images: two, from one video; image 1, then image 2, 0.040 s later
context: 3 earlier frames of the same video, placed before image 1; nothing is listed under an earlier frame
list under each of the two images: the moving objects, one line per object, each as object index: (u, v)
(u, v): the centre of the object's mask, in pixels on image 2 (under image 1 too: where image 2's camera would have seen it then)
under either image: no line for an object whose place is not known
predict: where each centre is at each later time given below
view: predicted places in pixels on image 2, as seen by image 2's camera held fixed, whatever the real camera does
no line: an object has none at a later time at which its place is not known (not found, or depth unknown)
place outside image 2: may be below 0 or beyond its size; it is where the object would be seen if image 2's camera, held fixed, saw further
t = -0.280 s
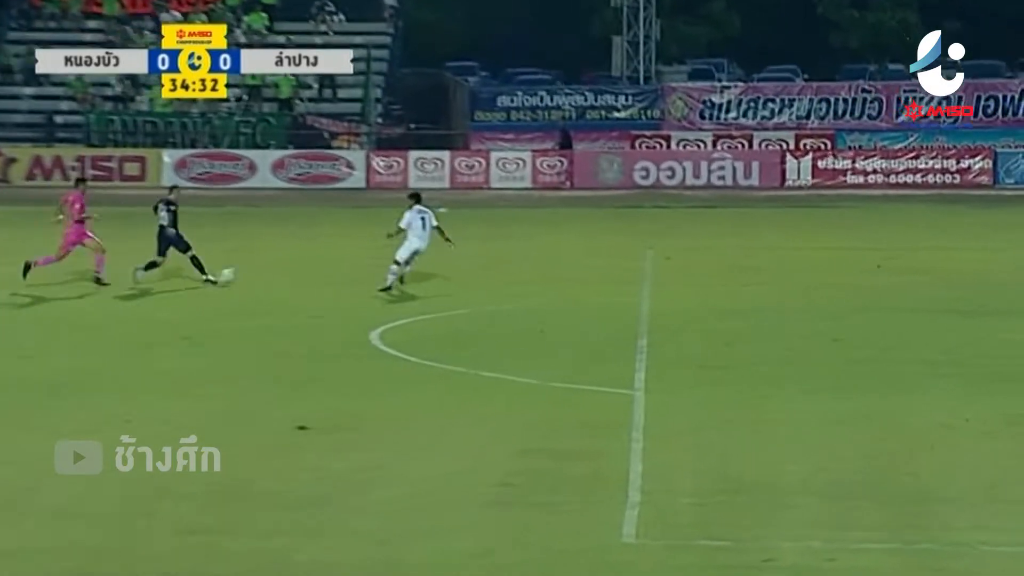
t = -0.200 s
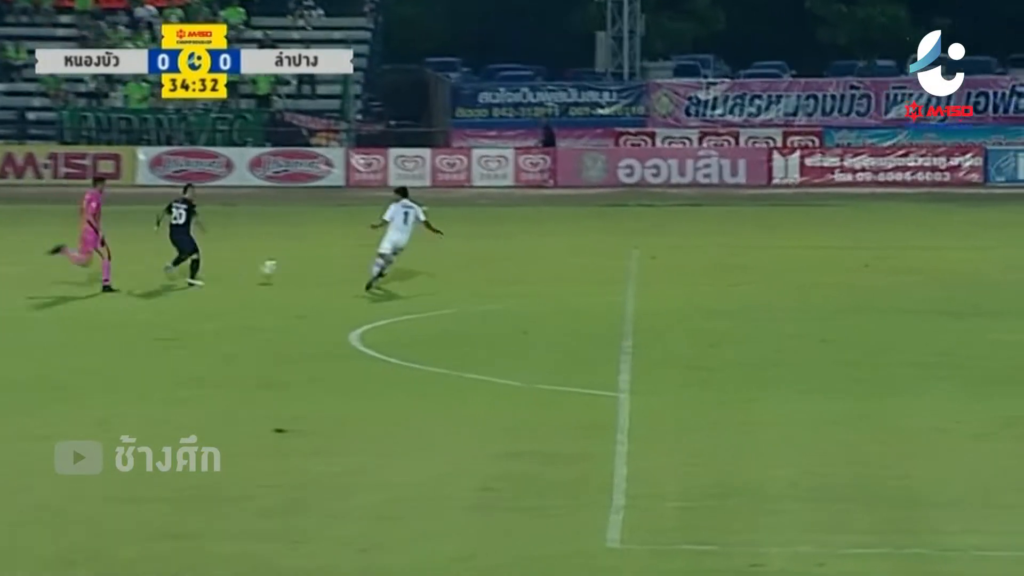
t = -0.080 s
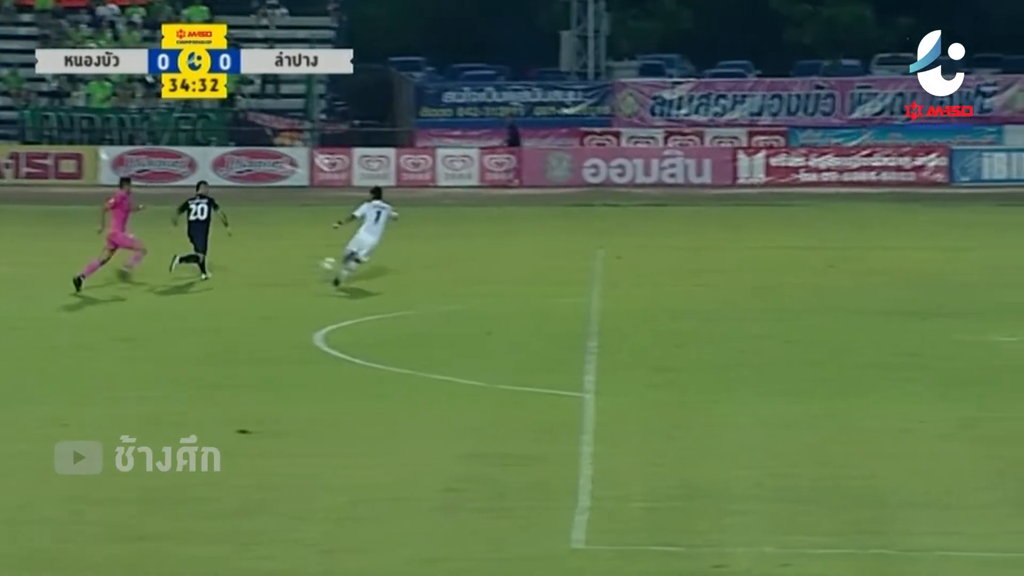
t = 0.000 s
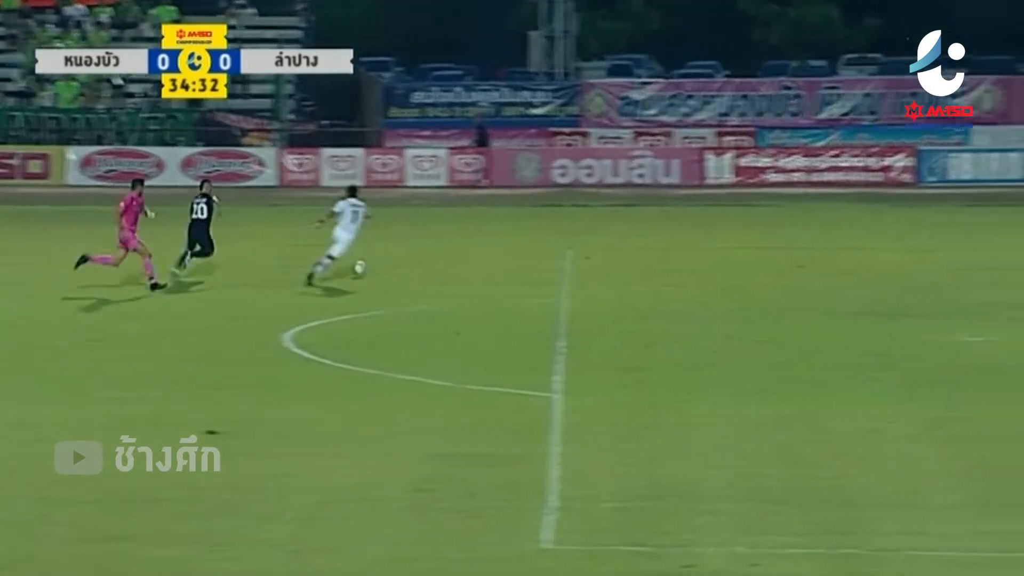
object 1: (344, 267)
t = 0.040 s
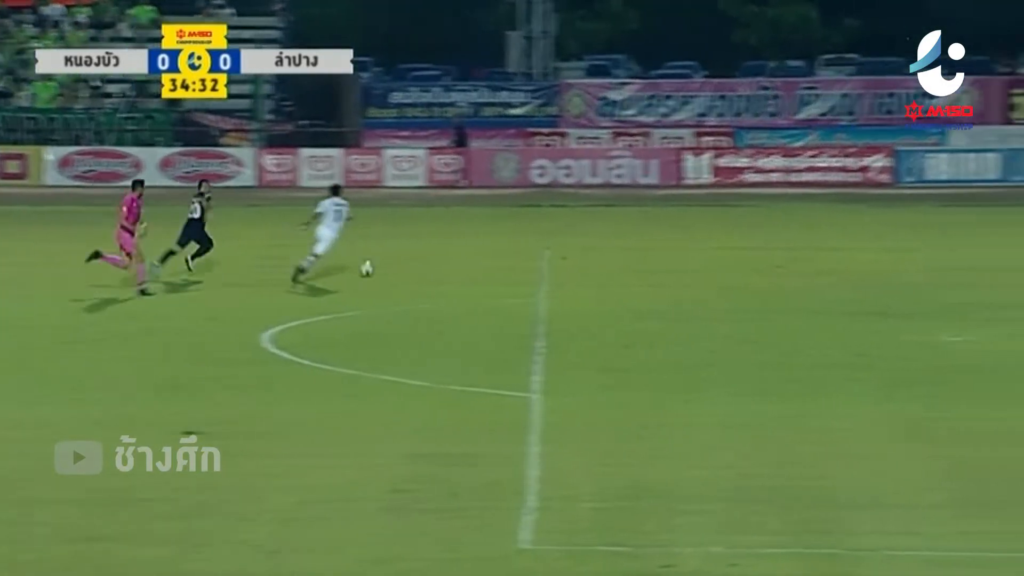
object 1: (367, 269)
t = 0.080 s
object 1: (386, 267)
